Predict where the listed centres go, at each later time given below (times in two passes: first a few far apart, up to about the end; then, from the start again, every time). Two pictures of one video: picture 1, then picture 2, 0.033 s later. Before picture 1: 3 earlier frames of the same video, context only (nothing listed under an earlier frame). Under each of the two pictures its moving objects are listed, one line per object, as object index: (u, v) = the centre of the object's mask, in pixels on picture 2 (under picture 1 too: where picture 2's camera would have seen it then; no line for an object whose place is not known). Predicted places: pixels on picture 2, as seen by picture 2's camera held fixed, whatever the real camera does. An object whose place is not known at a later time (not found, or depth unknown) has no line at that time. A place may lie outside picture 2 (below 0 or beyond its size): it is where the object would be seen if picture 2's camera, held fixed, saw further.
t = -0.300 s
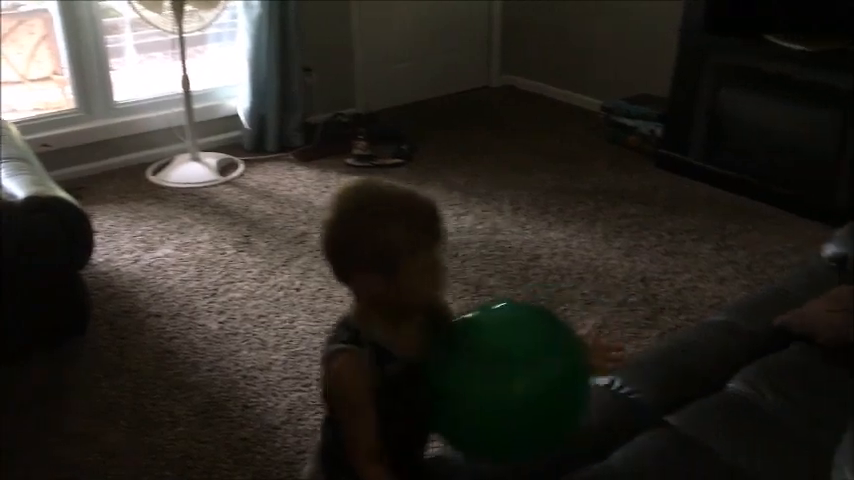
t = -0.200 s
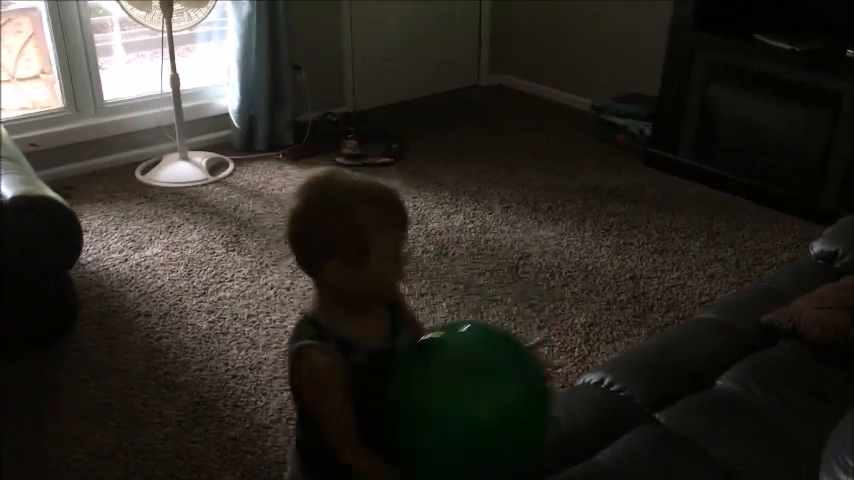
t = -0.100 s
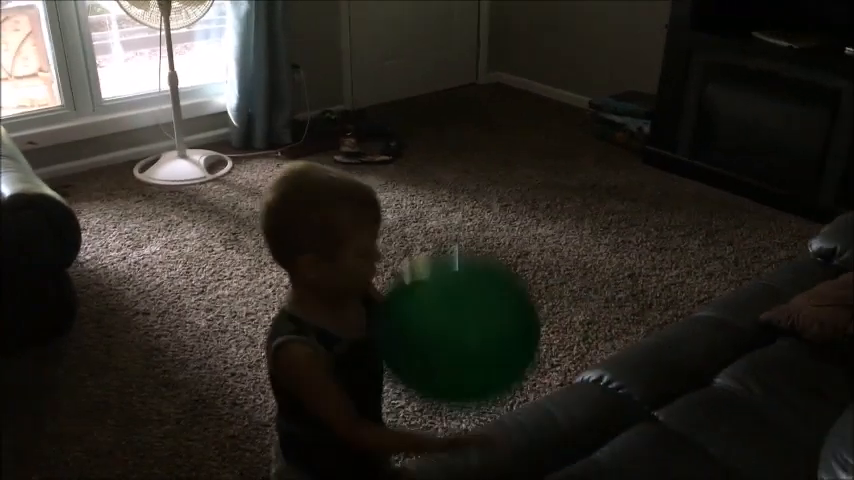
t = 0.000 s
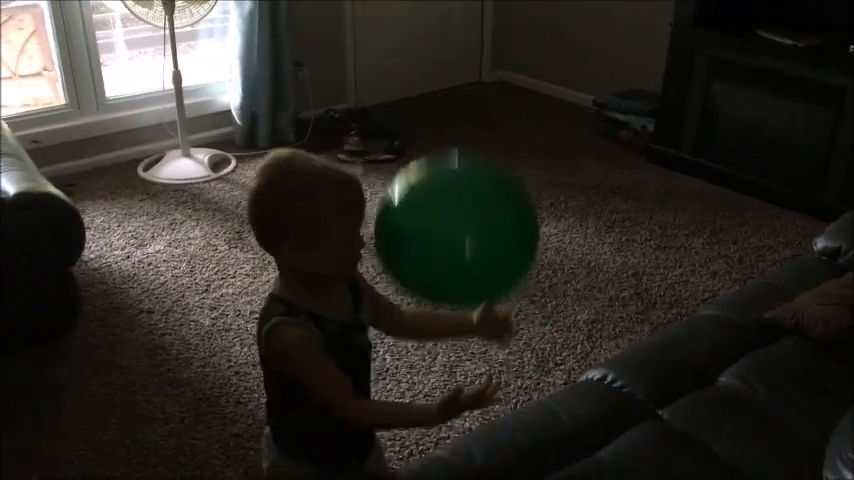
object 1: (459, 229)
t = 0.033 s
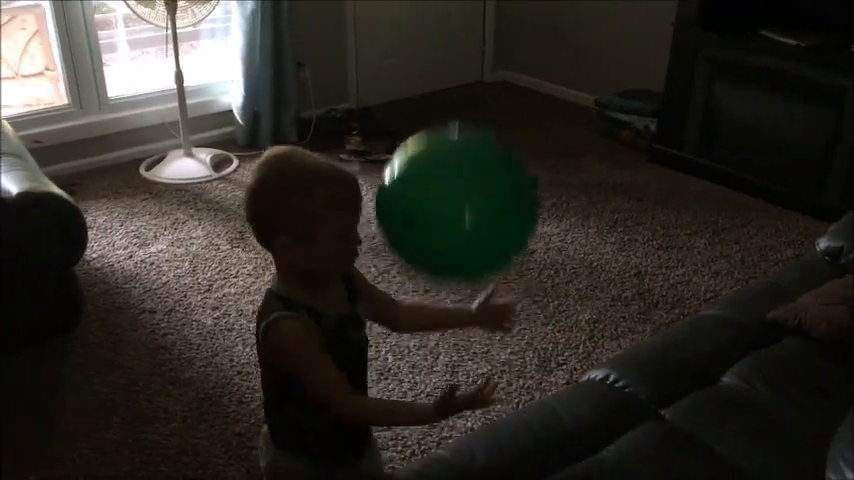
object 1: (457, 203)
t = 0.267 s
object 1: (447, 83)
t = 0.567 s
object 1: (450, 72)
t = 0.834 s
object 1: (453, 151)
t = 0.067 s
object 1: (455, 178)
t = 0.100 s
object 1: (452, 157)
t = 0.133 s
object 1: (451, 137)
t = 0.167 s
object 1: (450, 120)
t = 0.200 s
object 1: (449, 105)
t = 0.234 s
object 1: (448, 93)
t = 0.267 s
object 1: (447, 83)
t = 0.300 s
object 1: (446, 74)
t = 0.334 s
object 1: (445, 69)
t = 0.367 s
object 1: (445, 65)
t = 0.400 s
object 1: (445, 63)
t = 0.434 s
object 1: (445, 62)
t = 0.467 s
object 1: (445, 62)
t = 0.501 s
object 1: (447, 63)
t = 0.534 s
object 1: (447, 67)
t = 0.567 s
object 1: (450, 72)
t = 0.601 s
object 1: (449, 79)
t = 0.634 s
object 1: (450, 86)
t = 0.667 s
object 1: (451, 95)
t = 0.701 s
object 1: (452, 105)
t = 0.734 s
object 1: (452, 114)
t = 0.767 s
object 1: (453, 126)
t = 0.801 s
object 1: (453, 138)
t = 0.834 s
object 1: (453, 151)
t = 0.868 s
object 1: (454, 165)
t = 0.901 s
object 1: (455, 178)
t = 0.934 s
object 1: (456, 194)
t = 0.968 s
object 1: (457, 208)
